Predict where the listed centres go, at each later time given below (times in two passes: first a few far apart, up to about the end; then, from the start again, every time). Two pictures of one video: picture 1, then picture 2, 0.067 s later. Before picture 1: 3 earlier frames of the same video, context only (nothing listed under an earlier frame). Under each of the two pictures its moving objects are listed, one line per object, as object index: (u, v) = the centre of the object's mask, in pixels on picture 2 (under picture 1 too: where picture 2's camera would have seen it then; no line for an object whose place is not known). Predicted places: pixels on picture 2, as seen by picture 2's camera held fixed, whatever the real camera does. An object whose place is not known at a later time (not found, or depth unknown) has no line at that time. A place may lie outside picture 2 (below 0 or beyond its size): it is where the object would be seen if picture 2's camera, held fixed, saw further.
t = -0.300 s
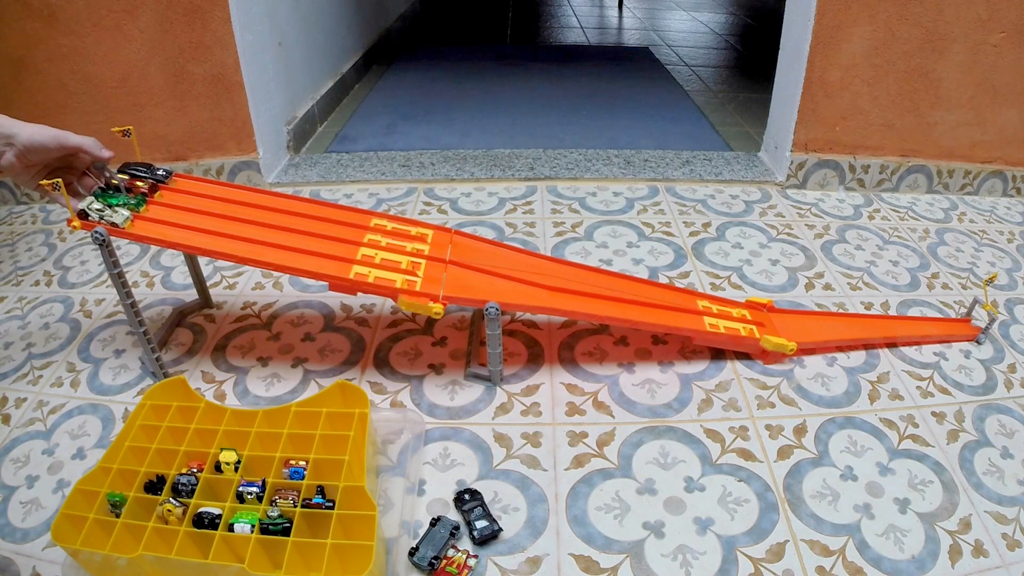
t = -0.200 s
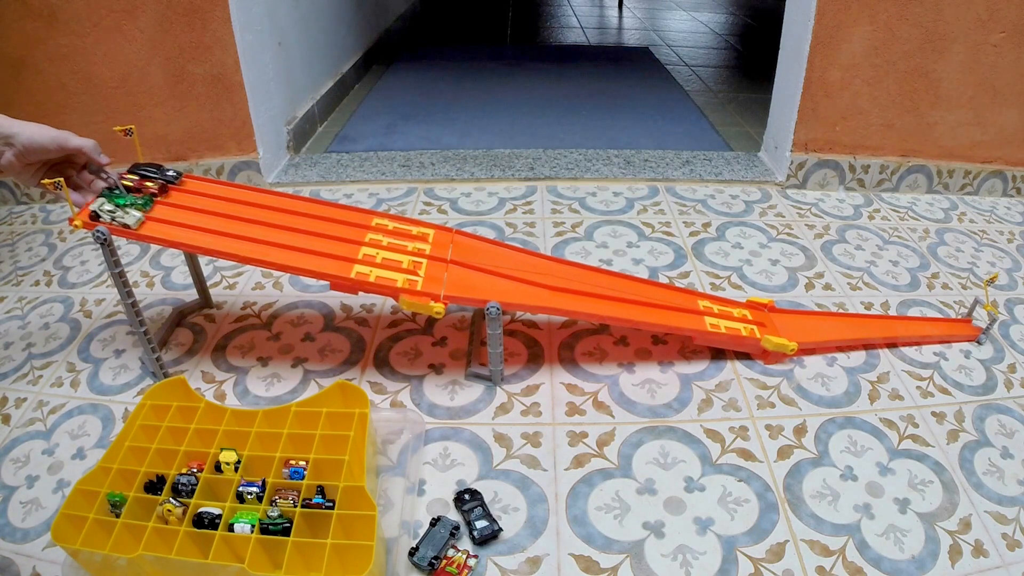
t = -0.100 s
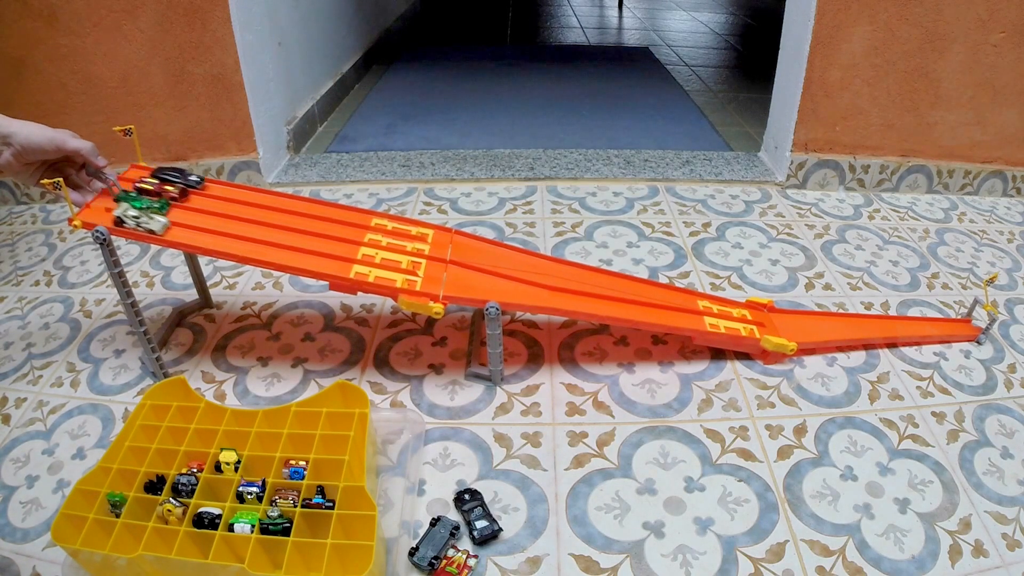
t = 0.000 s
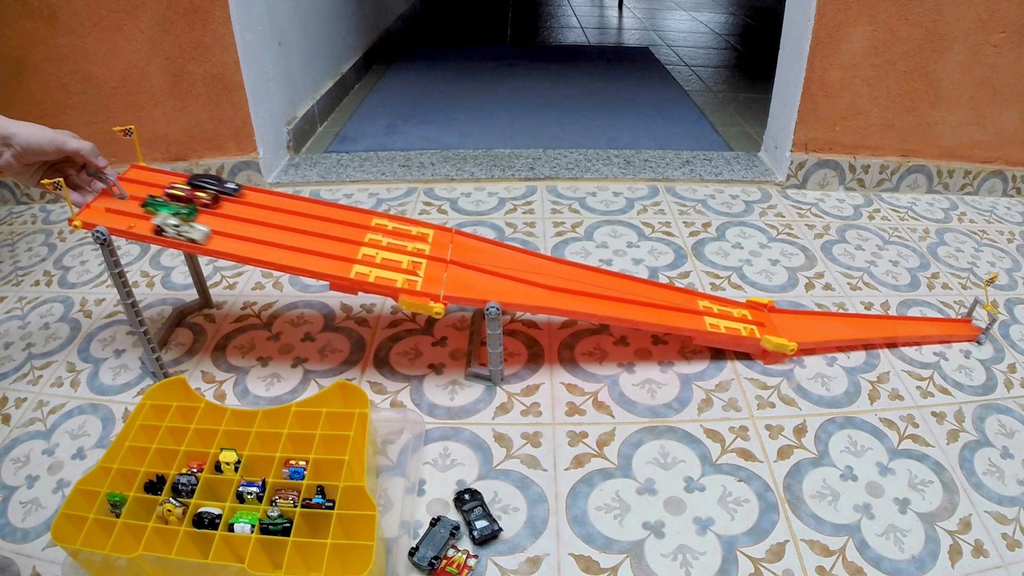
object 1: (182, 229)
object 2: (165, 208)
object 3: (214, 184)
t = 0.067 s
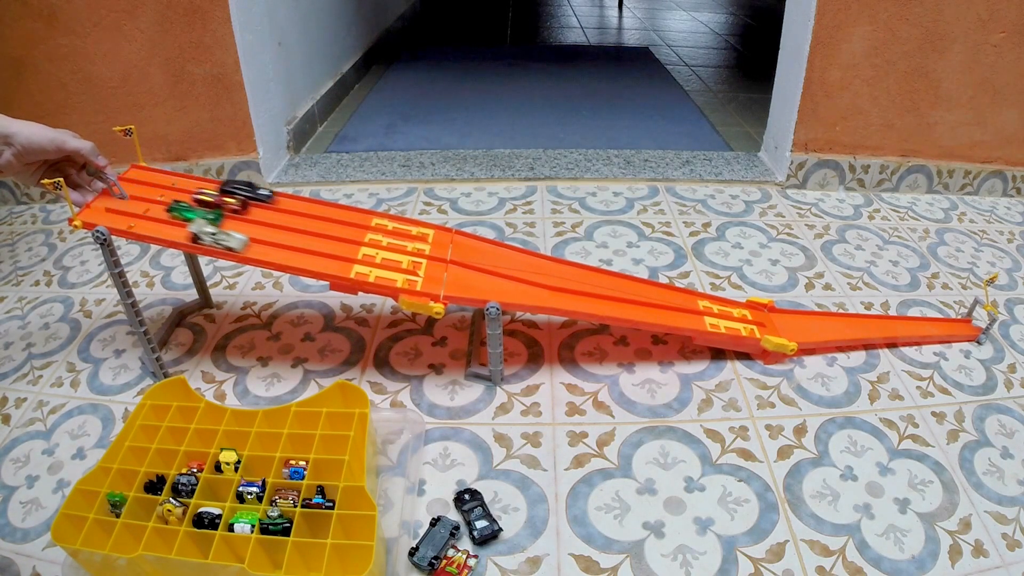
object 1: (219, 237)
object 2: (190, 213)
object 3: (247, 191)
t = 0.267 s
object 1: (382, 272)
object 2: (308, 238)
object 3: (389, 218)
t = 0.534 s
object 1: (664, 311)
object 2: (331, 243)
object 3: (619, 281)
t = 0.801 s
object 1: (919, 325)
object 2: (330, 243)
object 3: (816, 286)
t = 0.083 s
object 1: (228, 239)
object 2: (197, 214)
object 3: (256, 192)
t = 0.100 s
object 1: (239, 241)
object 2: (204, 216)
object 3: (266, 194)
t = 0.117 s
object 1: (250, 244)
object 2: (212, 217)
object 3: (276, 196)
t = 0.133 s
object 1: (263, 247)
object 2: (221, 219)
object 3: (286, 198)
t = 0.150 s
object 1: (276, 250)
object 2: (230, 222)
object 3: (297, 200)
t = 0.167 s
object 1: (289, 253)
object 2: (240, 224)
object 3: (308, 203)
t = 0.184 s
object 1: (303, 255)
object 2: (250, 226)
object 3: (320, 205)
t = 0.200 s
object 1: (317, 259)
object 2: (261, 228)
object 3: (333, 208)
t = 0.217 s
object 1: (333, 262)
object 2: (274, 231)
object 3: (346, 211)
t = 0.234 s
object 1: (348, 266)
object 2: (284, 233)
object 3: (361, 213)
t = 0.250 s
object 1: (365, 269)
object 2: (296, 236)
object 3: (374, 215)
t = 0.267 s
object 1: (382, 272)
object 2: (308, 238)
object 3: (389, 218)
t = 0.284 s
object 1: (397, 275)
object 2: (323, 241)
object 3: (401, 220)
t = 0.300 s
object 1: (414, 278)
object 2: (329, 241)
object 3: (415, 223)
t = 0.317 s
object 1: (430, 280)
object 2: (330, 241)
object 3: (428, 226)
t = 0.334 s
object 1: (447, 282)
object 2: (330, 241)
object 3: (443, 229)
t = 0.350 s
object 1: (463, 285)
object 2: (330, 243)
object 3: (454, 231)
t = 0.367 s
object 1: (482, 288)
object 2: (330, 243)
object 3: (466, 236)
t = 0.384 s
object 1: (499, 289)
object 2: (330, 243)
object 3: (480, 240)
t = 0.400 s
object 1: (517, 292)
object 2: (331, 243)
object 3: (494, 246)
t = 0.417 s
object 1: (534, 294)
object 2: (331, 243)
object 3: (509, 251)
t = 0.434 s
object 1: (553, 296)
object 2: (331, 243)
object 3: (523, 255)
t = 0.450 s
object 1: (572, 299)
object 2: (331, 243)
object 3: (538, 260)
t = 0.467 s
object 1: (591, 301)
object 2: (330, 243)
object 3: (553, 265)
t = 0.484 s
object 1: (609, 304)
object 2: (331, 243)
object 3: (570, 269)
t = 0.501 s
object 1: (628, 306)
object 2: (330, 243)
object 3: (586, 273)
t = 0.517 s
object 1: (646, 309)
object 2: (330, 243)
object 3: (602, 277)
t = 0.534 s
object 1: (664, 311)
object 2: (331, 243)
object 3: (619, 281)
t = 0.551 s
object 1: (682, 314)
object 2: (330, 243)
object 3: (635, 285)
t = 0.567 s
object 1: (700, 316)
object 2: (330, 243)
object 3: (652, 288)
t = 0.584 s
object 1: (718, 319)
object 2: (330, 243)
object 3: (670, 293)
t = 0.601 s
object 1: (736, 322)
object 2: (330, 243)
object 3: (686, 296)
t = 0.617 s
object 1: (752, 324)
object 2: (330, 243)
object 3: (704, 298)
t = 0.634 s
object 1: (771, 327)
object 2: (330, 243)
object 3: (720, 295)
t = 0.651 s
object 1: (789, 330)
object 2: (330, 243)
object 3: (733, 291)
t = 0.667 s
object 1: (805, 331)
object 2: (330, 243)
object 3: (746, 285)
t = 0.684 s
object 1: (821, 331)
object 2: (330, 243)
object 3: (756, 280)
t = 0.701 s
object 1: (837, 330)
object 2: (330, 243)
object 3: (766, 278)
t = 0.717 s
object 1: (851, 329)
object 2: (330, 243)
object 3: (777, 277)
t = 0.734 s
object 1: (865, 328)
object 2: (330, 243)
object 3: (786, 277)
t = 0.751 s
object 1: (879, 327)
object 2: (330, 243)
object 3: (794, 279)
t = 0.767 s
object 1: (892, 326)
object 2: (330, 243)
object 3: (801, 282)
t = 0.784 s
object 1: (906, 325)
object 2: (330, 243)
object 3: (808, 287)
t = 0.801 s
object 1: (919, 325)
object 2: (330, 243)
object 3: (816, 286)
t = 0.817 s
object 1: (931, 324)
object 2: (330, 243)
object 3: (824, 284)
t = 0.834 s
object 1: (944, 324)
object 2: (330, 243)
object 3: (833, 282)
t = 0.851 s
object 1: (957, 324)
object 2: (330, 243)
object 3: (839, 285)
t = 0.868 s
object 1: (969, 324)
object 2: (330, 243)
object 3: (849, 278)
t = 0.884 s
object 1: (975, 323)
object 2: (330, 243)
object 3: (855, 275)
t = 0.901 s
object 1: (983, 323)
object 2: (330, 243)
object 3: (862, 271)
